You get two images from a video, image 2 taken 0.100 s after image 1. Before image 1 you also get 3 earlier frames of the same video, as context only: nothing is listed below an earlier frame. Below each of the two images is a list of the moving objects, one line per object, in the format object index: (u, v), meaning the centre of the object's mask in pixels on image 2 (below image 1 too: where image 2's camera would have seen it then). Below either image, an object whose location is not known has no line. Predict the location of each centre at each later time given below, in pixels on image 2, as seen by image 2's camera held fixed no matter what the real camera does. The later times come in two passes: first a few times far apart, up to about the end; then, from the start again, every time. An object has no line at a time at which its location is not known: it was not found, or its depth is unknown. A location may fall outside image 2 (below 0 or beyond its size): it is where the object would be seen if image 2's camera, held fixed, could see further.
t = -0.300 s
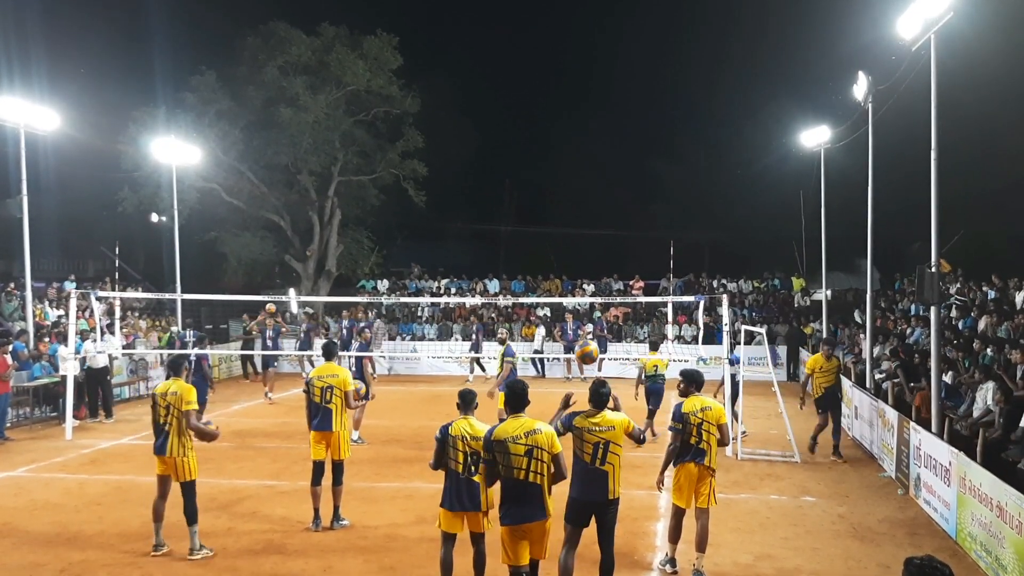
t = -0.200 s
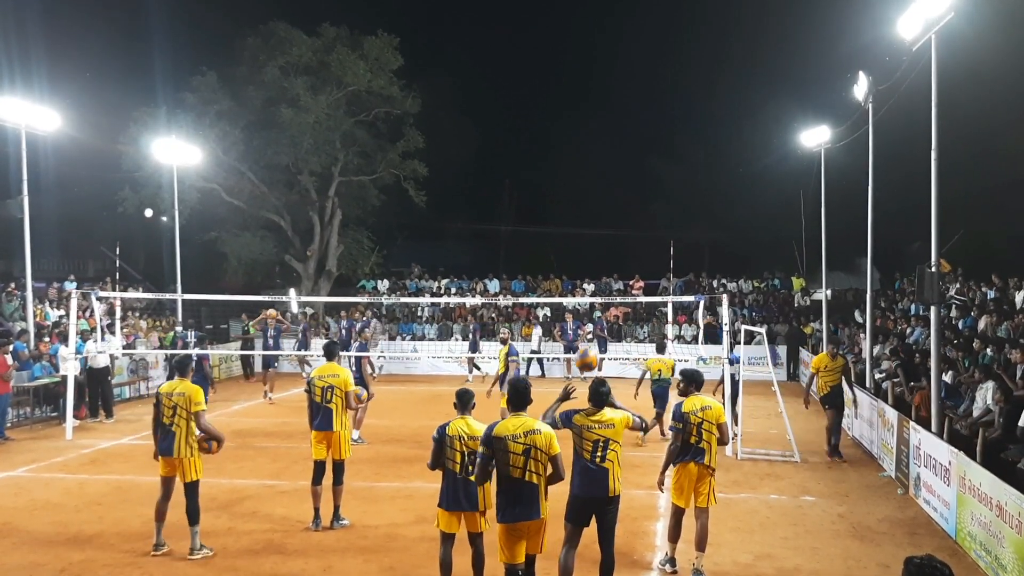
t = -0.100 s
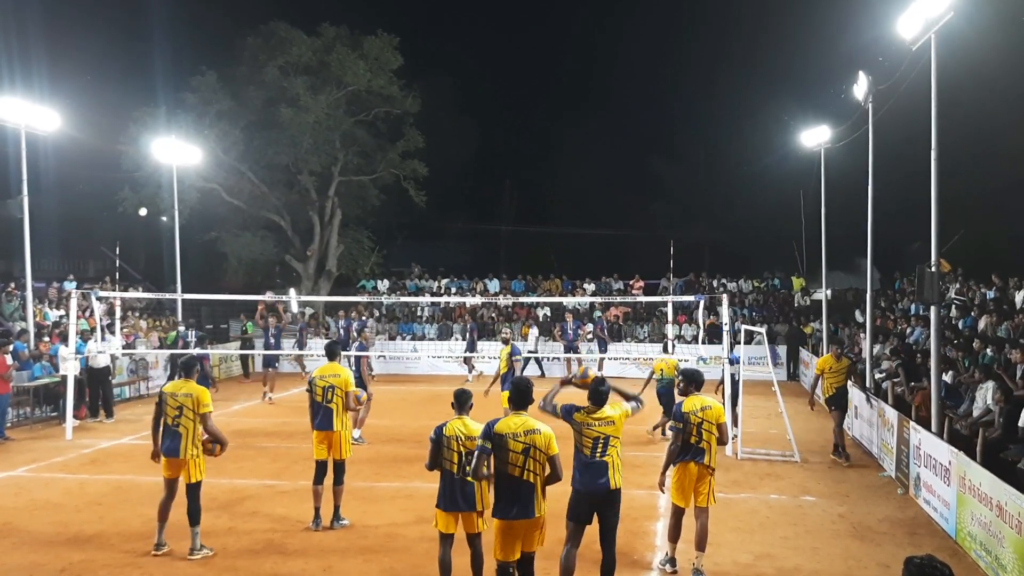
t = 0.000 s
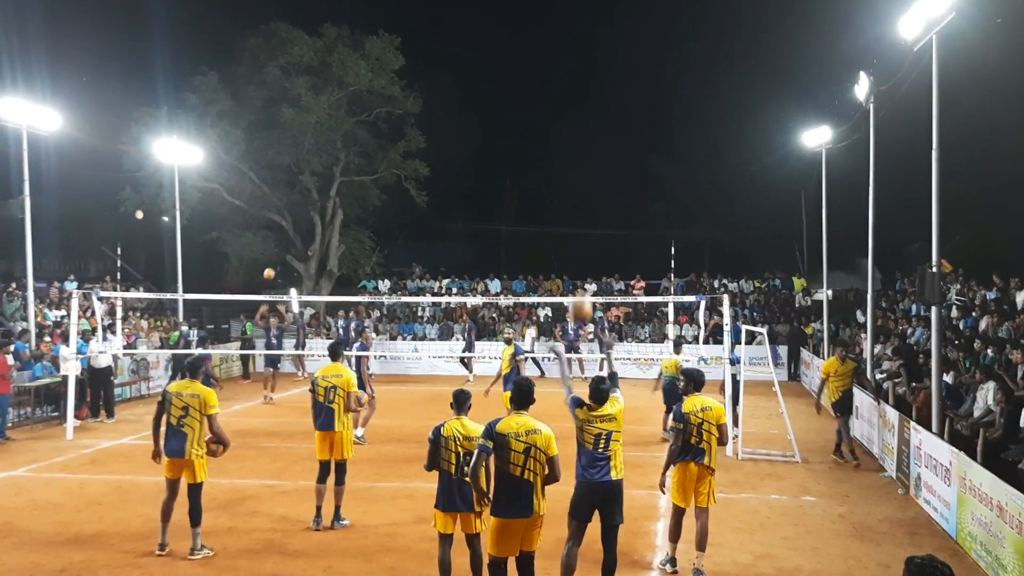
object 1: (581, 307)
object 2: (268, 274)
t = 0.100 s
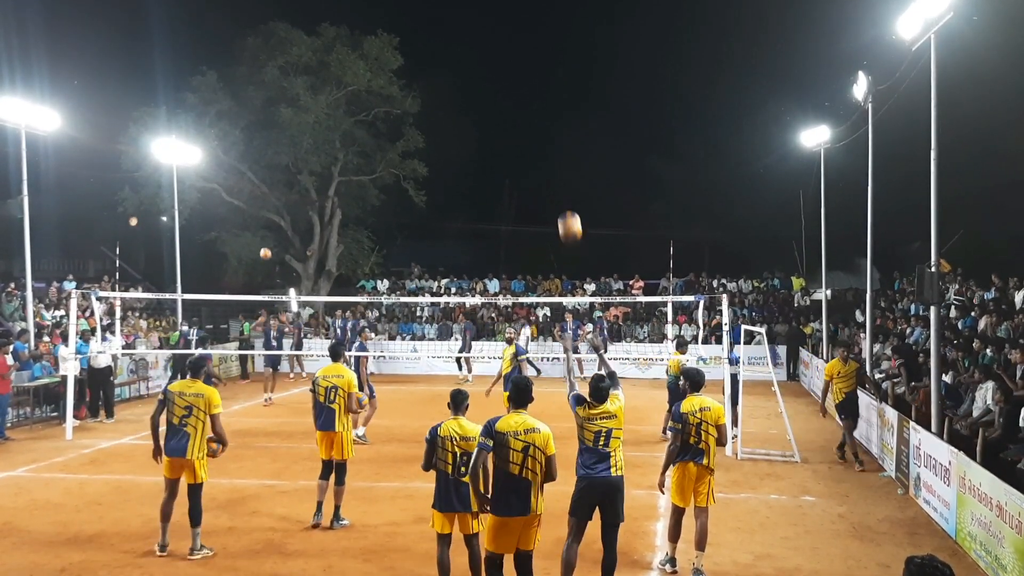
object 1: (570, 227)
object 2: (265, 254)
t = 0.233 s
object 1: (559, 148)
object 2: (262, 233)
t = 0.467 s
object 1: (541, 72)
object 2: (257, 217)
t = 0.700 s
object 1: (526, 53)
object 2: (252, 229)
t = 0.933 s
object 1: (511, 80)
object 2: (246, 273)
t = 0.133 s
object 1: (567, 205)
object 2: (265, 248)
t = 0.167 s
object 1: (564, 184)
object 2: (263, 242)
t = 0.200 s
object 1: (561, 165)
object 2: (262, 237)
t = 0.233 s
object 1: (559, 148)
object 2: (262, 233)
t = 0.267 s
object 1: (558, 134)
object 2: (262, 230)
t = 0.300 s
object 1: (555, 120)
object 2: (261, 226)
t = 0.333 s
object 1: (552, 107)
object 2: (260, 223)
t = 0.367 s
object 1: (550, 97)
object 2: (260, 221)
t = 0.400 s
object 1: (548, 87)
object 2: (259, 220)
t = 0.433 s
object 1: (545, 79)
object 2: (259, 218)
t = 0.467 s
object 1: (541, 72)
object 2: (257, 217)
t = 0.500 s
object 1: (538, 65)
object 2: (256, 217)
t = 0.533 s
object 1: (535, 60)
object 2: (255, 218)
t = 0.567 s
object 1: (533, 56)
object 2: (254, 219)
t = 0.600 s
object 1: (531, 54)
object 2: (254, 220)
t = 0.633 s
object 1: (529, 52)
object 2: (253, 223)
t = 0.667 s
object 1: (527, 52)
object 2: (253, 226)
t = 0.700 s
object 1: (526, 53)
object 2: (252, 229)
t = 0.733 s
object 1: (526, 55)
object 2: (252, 233)
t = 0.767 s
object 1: (524, 58)
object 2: (251, 238)
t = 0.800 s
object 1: (520, 61)
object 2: (250, 244)
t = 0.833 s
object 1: (518, 65)
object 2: (249, 251)
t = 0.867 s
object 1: (516, 70)
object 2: (248, 257)
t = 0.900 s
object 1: (513, 74)
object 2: (247, 265)
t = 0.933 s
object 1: (511, 80)
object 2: (246, 273)
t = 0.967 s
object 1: (510, 87)
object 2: (245, 282)
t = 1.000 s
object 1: (509, 95)
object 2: (244, 290)
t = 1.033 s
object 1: (508, 103)
